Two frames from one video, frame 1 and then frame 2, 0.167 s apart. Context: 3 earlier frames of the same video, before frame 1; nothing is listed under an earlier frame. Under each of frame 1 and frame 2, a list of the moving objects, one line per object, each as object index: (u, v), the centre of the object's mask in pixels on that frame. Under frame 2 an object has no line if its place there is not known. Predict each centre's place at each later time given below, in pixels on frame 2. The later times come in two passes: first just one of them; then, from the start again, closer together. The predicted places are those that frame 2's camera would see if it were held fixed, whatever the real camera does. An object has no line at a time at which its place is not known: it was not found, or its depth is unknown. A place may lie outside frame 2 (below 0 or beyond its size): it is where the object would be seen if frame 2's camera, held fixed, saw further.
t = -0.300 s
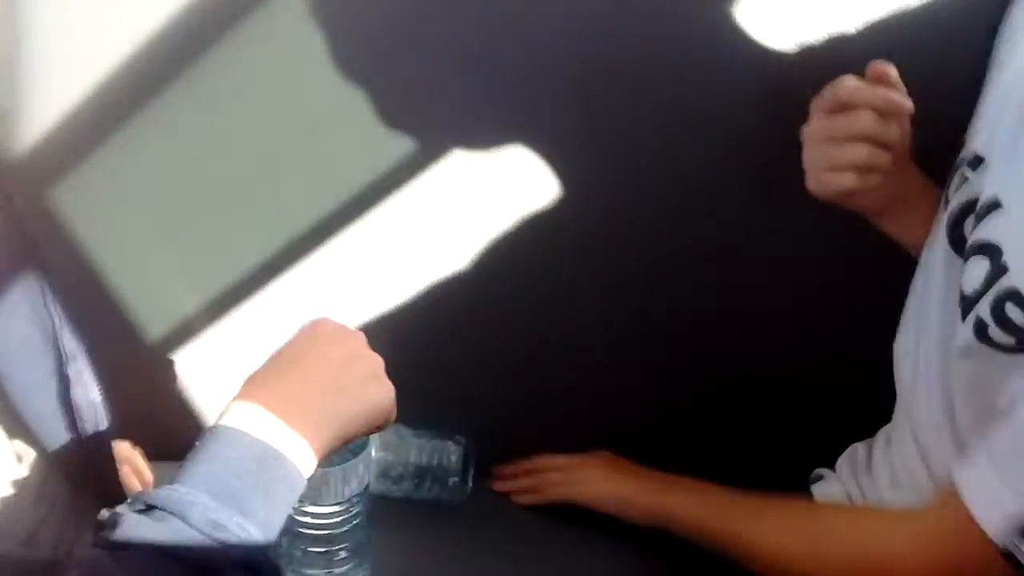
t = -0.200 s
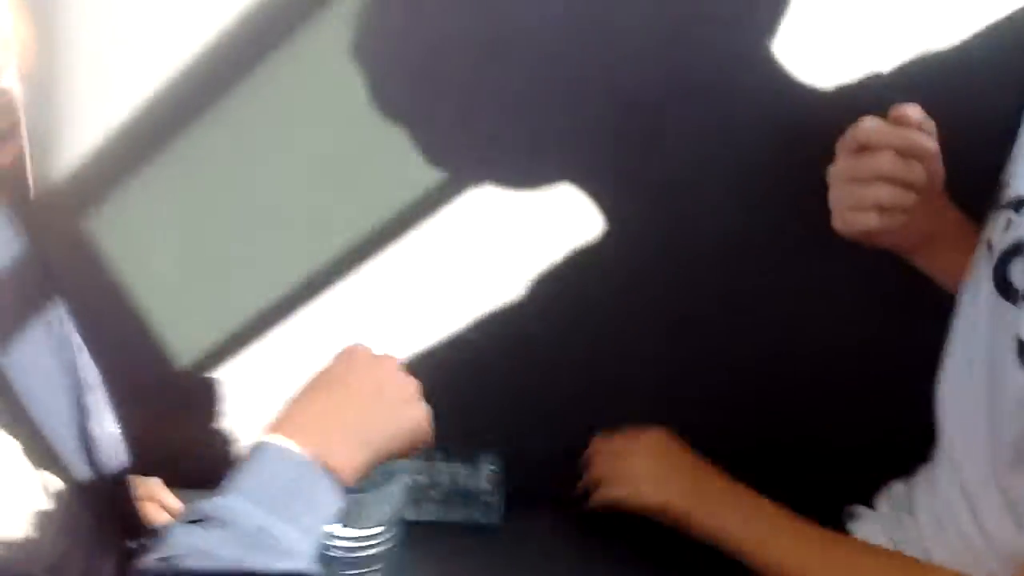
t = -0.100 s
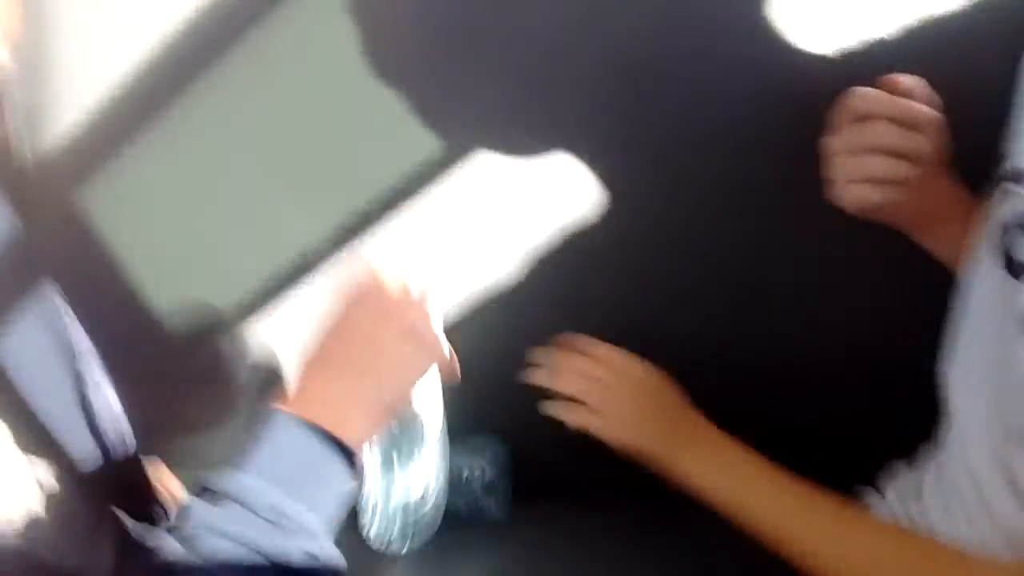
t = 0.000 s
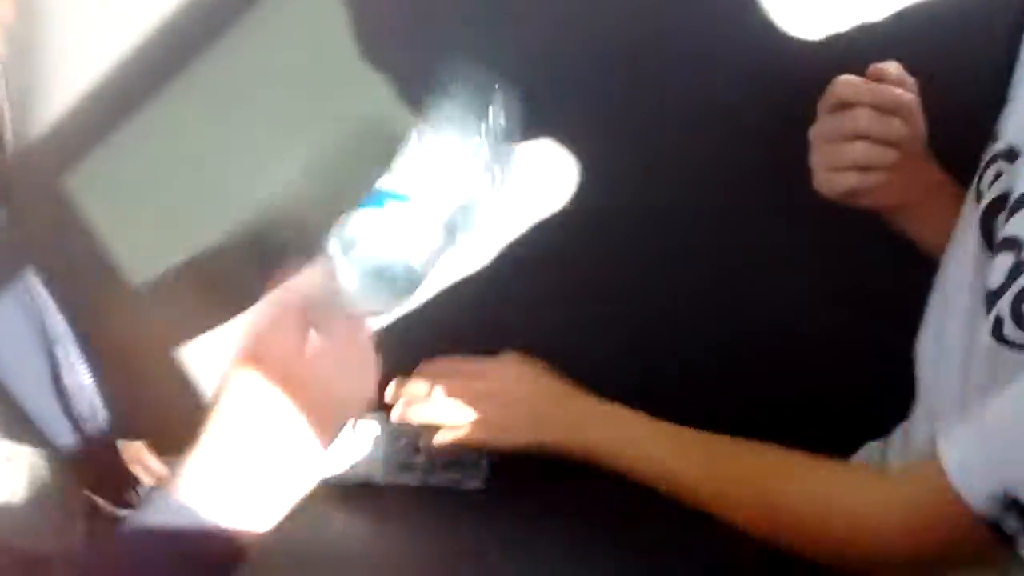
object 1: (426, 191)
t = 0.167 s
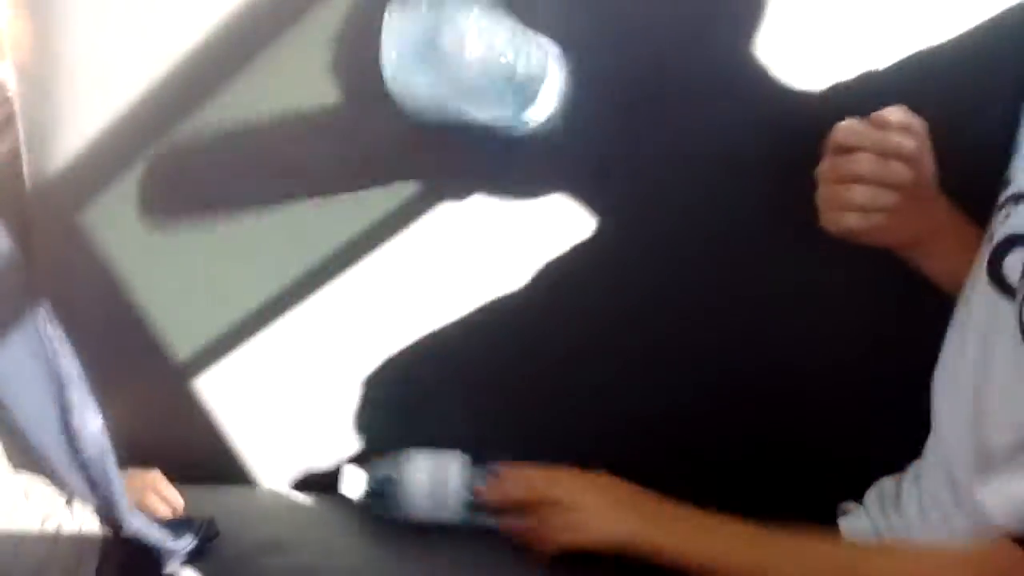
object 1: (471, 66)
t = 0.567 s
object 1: (541, 376)
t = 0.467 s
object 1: (538, 374)
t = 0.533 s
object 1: (540, 373)
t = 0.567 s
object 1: (541, 376)
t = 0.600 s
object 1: (543, 377)
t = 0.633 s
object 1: (541, 376)
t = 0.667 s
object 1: (538, 374)
